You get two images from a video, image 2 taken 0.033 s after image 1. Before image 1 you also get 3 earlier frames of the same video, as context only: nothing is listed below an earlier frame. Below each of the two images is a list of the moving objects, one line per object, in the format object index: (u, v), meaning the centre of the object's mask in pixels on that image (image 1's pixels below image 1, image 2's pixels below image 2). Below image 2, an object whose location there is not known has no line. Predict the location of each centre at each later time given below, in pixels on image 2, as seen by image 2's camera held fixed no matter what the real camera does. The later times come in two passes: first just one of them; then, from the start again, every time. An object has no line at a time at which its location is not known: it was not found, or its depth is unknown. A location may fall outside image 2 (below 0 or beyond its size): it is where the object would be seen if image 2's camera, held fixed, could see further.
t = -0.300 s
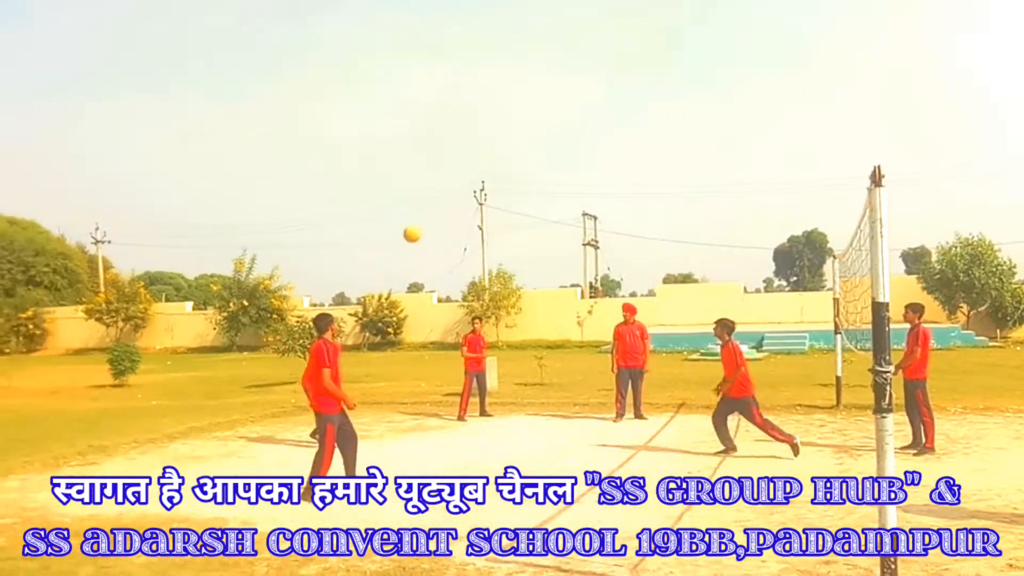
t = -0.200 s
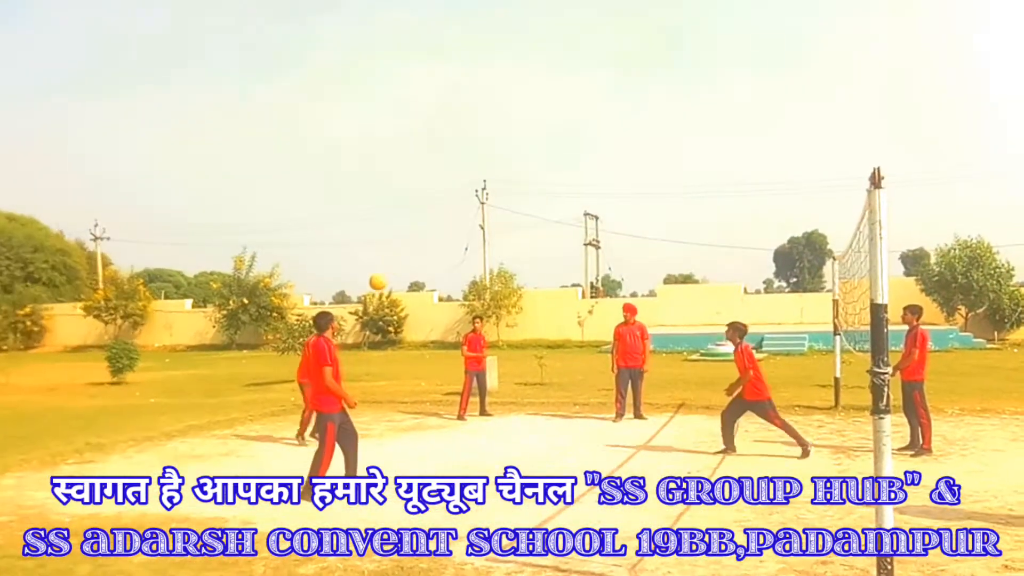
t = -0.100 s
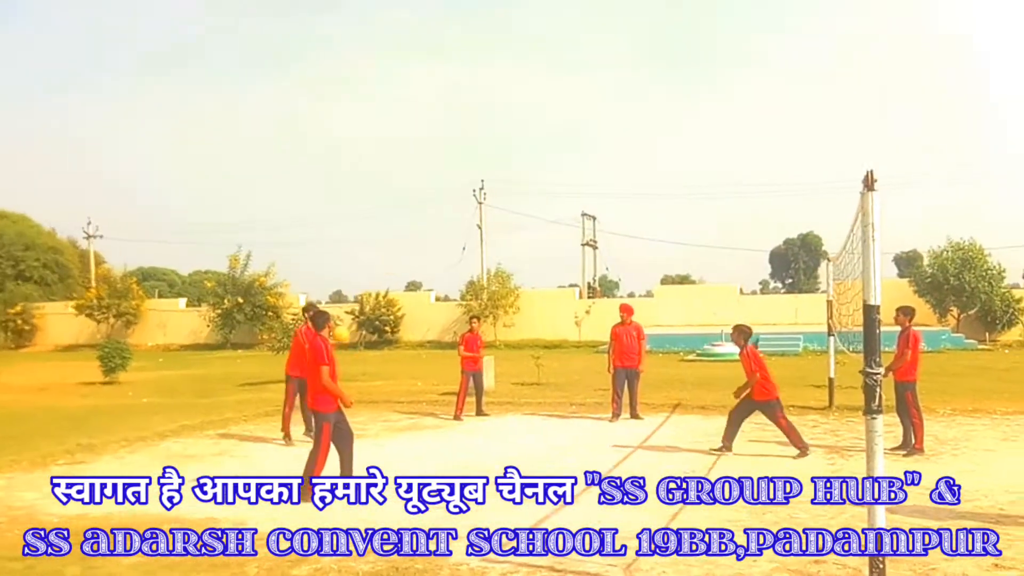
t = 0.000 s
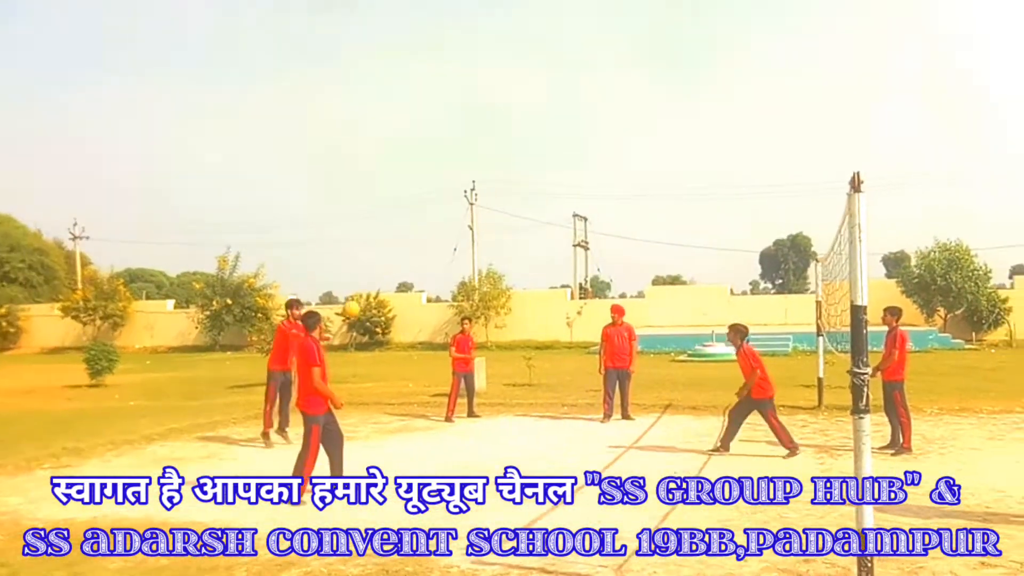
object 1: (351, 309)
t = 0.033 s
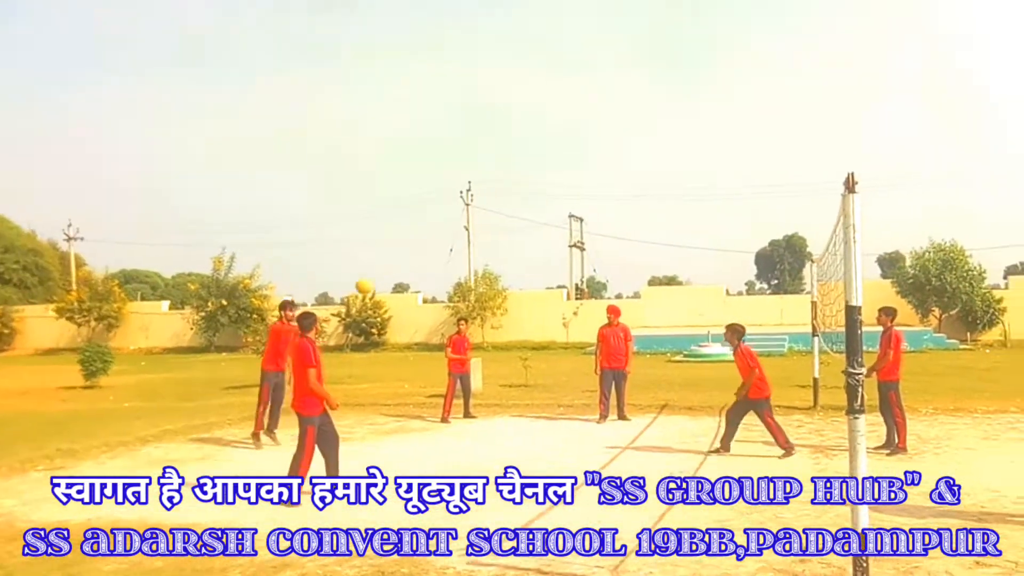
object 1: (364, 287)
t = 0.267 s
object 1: (485, 143)
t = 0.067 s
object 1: (381, 263)
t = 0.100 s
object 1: (398, 241)
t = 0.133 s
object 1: (415, 220)
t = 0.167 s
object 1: (433, 199)
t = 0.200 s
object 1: (451, 180)
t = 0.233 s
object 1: (468, 162)
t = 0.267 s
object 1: (485, 143)
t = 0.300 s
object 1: (503, 126)
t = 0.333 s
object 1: (522, 110)
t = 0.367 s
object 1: (540, 95)
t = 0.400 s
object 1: (558, 82)
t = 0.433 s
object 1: (577, 69)
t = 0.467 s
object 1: (596, 56)
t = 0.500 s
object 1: (615, 46)
